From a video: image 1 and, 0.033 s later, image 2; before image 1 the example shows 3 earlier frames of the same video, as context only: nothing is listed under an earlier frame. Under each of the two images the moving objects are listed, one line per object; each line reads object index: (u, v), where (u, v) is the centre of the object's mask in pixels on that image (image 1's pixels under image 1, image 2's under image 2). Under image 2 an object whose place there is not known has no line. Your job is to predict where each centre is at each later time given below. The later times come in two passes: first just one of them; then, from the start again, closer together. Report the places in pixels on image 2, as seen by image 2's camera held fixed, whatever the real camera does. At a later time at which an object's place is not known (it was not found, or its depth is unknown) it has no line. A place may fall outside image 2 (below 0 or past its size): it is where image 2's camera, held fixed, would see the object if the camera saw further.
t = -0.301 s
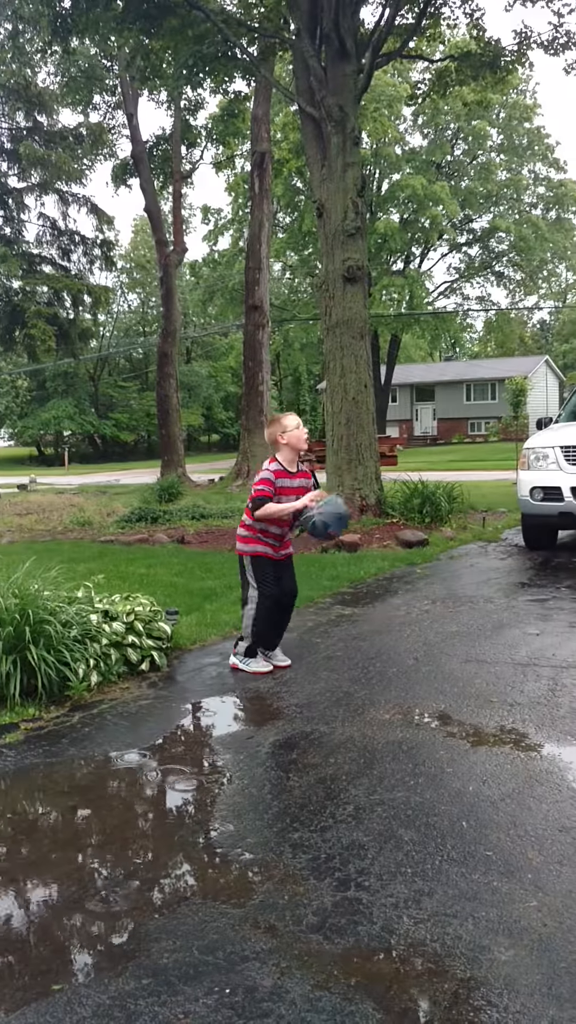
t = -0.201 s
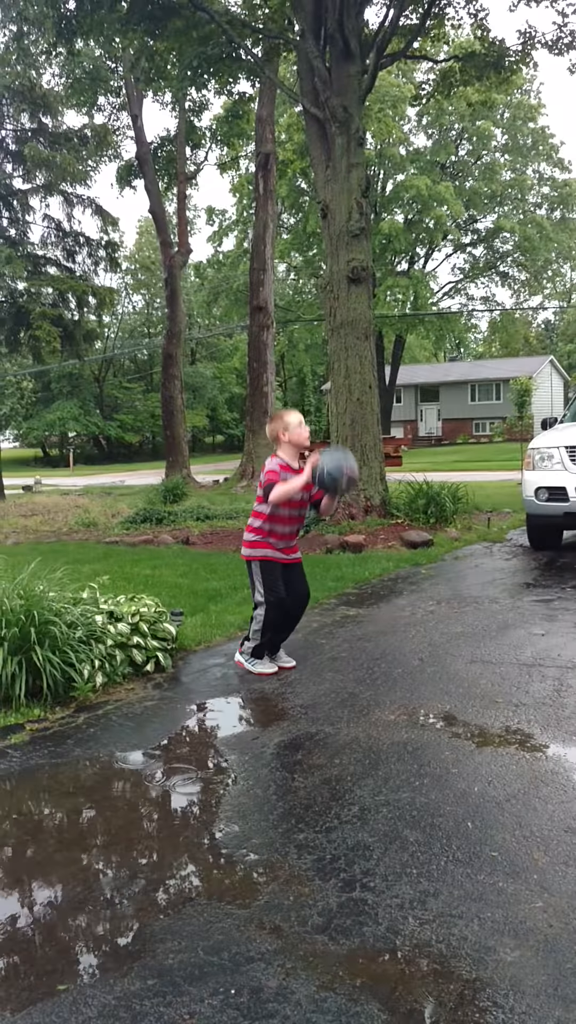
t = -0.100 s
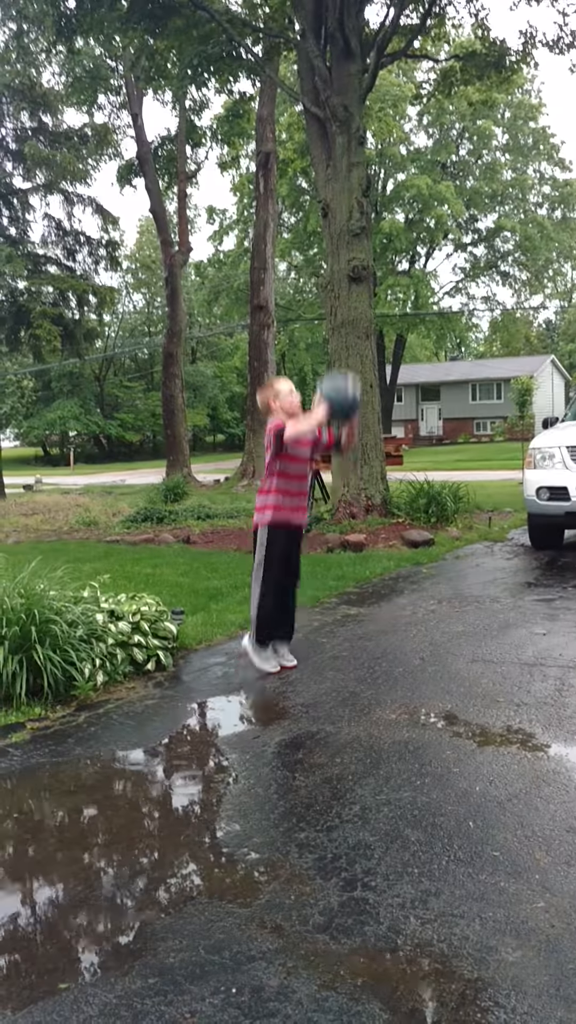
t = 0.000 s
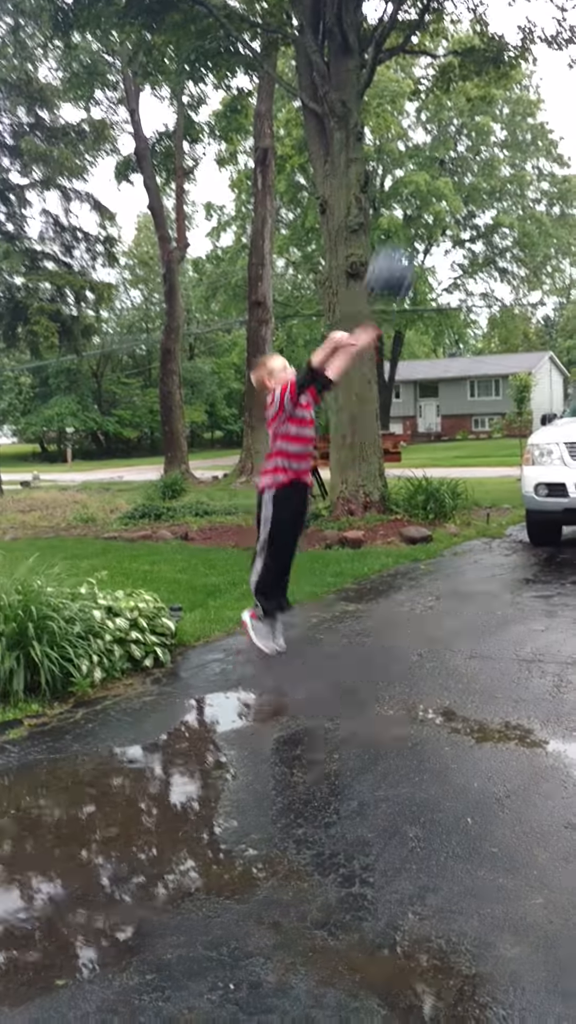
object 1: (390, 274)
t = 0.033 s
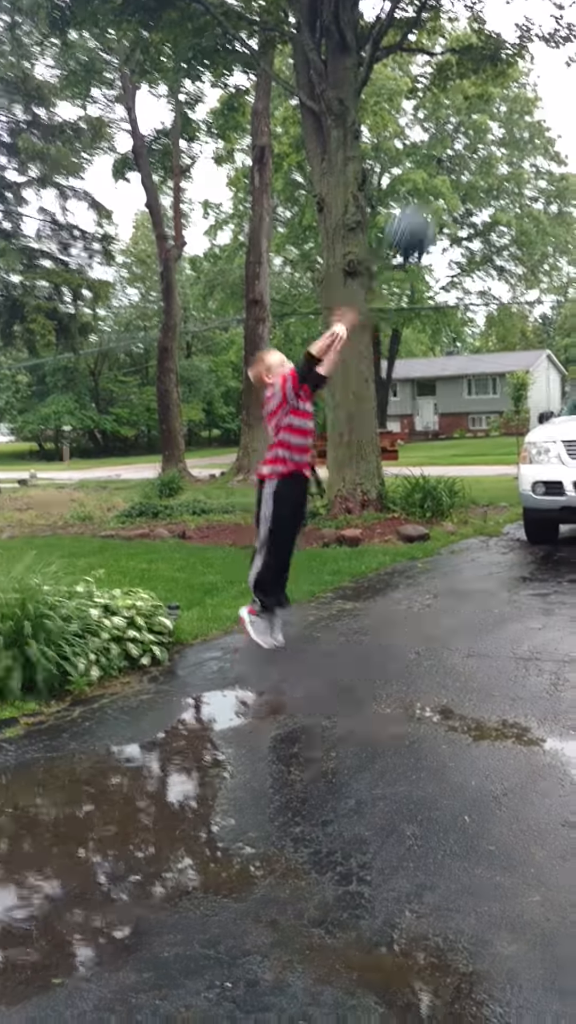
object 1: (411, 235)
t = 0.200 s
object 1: (532, 44)
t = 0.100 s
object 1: (457, 151)
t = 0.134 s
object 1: (483, 116)
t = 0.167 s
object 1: (508, 77)
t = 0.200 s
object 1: (532, 44)
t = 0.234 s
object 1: (559, 12)
